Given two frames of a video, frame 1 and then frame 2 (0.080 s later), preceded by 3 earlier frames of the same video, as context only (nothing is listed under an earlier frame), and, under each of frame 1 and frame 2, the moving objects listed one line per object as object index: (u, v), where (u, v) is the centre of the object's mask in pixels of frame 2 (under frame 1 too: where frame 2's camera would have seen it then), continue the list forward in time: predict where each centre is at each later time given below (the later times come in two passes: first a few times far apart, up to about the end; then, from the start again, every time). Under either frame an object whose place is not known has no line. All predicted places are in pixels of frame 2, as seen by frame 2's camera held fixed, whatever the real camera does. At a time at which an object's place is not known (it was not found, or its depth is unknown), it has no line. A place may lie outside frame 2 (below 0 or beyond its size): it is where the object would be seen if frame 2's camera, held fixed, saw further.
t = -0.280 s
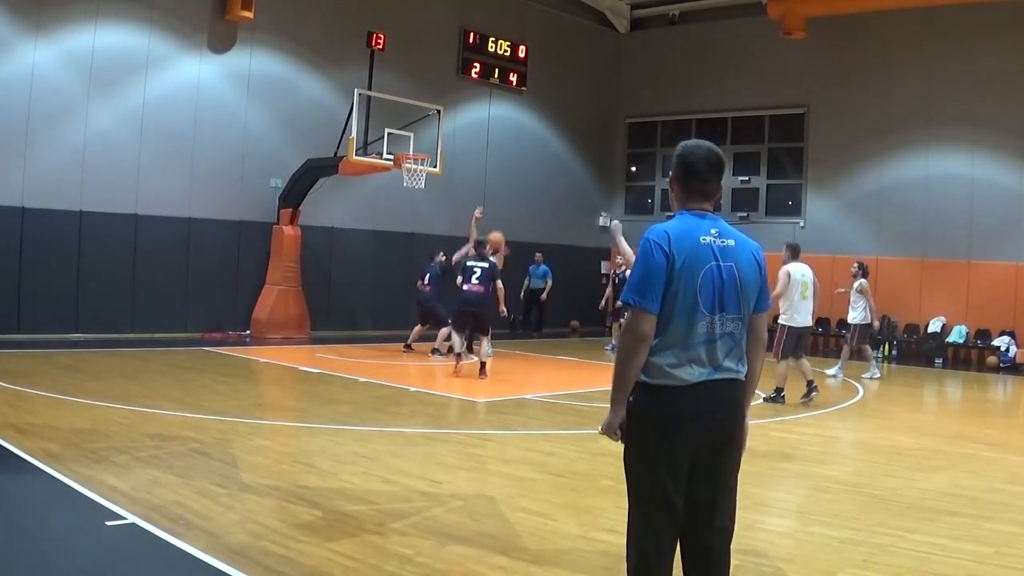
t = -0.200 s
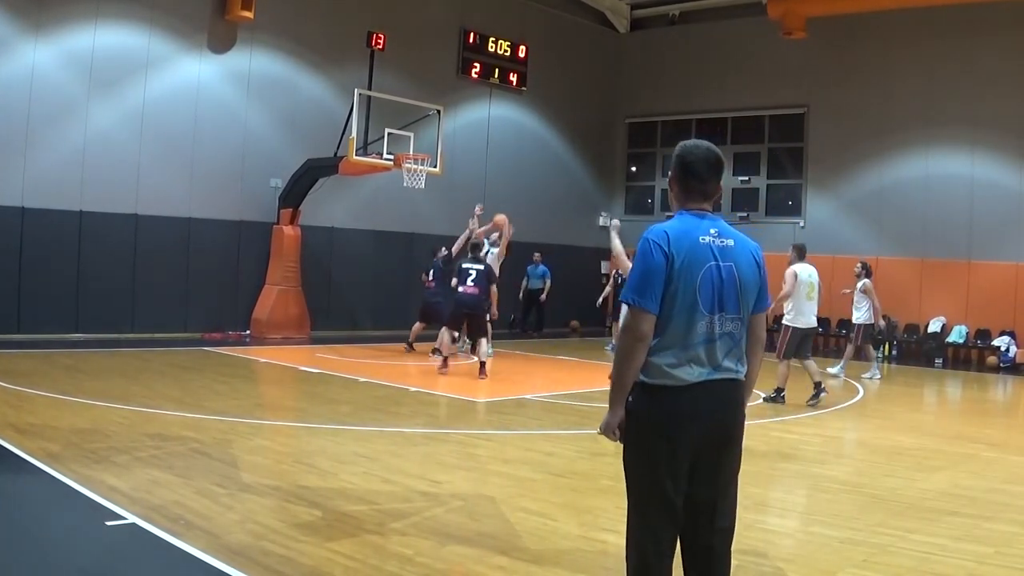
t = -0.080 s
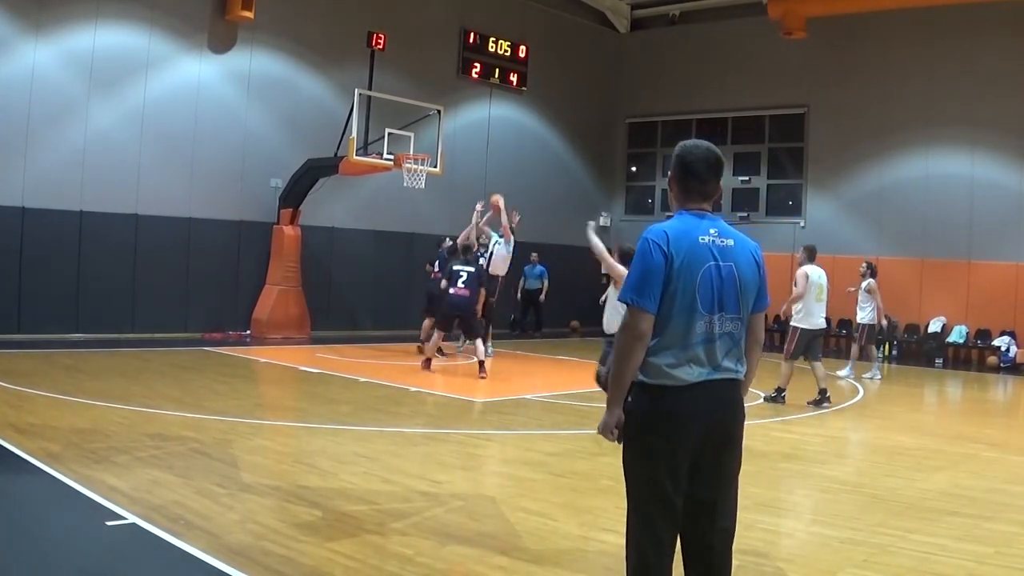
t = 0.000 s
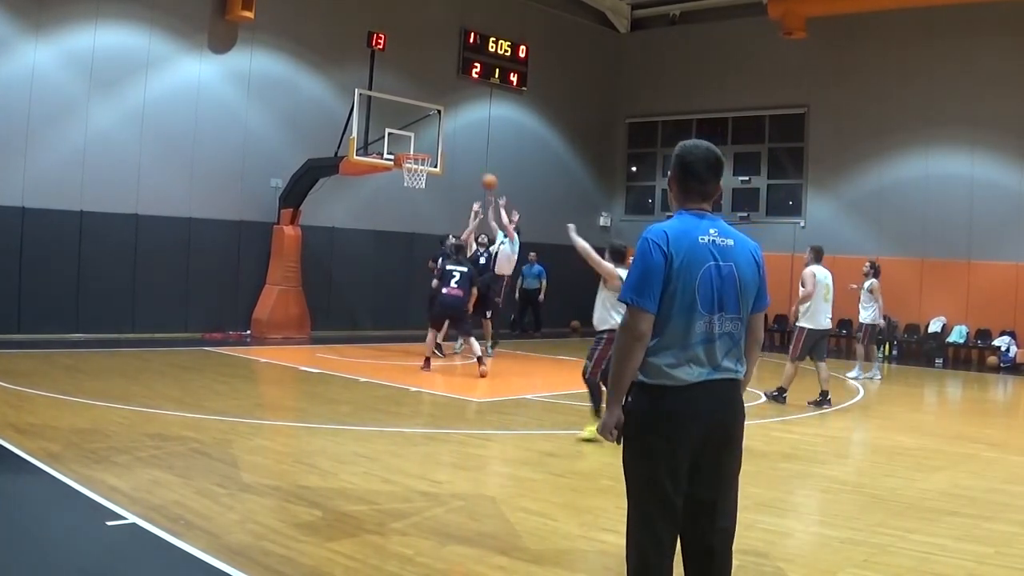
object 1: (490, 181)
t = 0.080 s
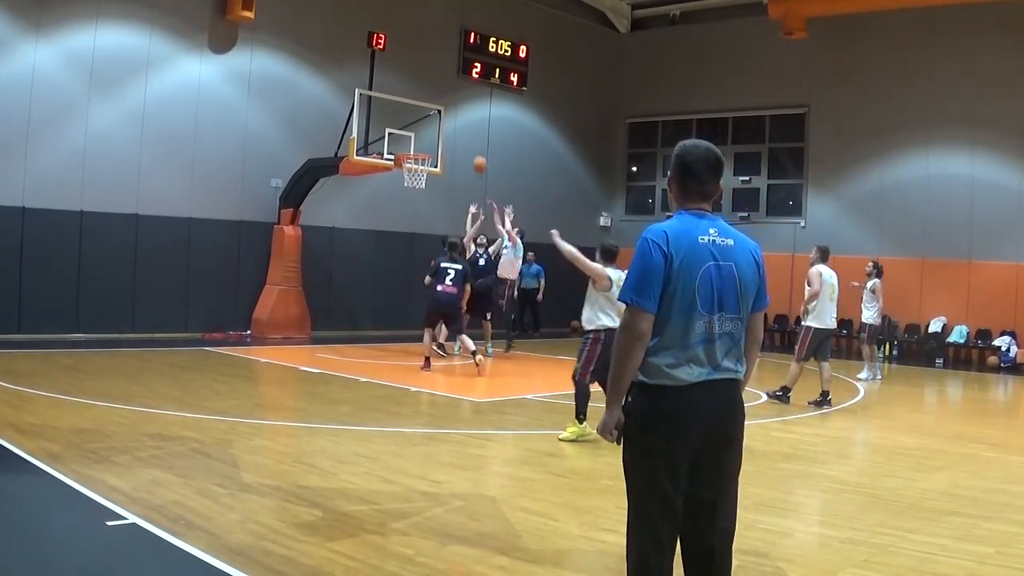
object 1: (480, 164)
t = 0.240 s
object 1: (460, 142)
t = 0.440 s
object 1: (435, 136)
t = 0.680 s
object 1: (438, 154)
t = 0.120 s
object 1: (475, 157)
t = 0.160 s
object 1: (470, 151)
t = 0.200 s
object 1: (465, 146)
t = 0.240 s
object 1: (460, 142)
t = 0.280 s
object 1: (455, 139)
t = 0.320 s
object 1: (450, 137)
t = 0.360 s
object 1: (445, 136)
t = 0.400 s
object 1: (441, 135)
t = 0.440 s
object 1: (435, 136)
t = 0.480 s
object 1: (431, 138)
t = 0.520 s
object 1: (433, 139)
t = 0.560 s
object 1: (434, 142)
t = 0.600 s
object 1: (435, 145)
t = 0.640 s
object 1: (437, 149)
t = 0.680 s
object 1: (438, 154)
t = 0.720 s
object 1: (439, 161)
